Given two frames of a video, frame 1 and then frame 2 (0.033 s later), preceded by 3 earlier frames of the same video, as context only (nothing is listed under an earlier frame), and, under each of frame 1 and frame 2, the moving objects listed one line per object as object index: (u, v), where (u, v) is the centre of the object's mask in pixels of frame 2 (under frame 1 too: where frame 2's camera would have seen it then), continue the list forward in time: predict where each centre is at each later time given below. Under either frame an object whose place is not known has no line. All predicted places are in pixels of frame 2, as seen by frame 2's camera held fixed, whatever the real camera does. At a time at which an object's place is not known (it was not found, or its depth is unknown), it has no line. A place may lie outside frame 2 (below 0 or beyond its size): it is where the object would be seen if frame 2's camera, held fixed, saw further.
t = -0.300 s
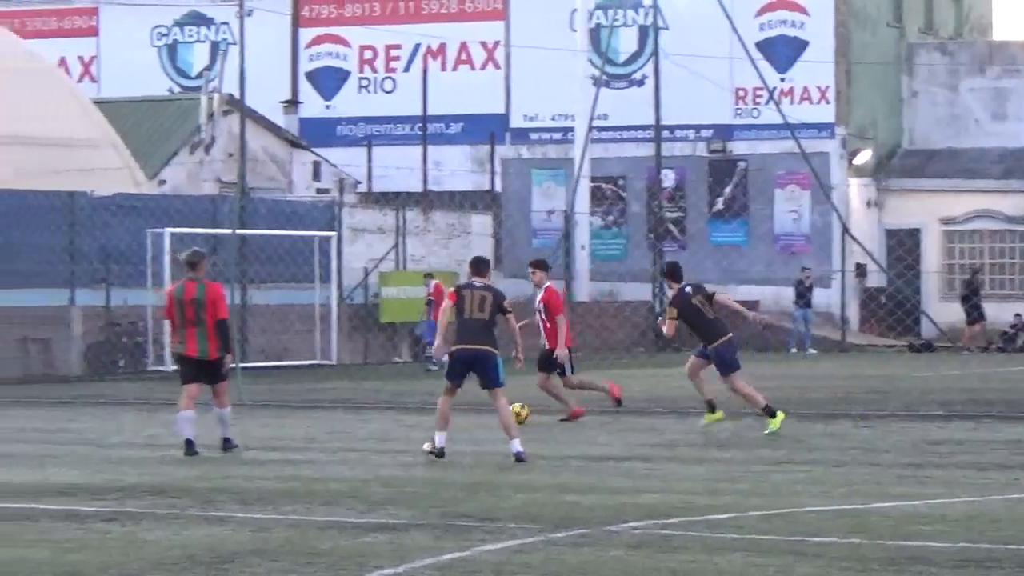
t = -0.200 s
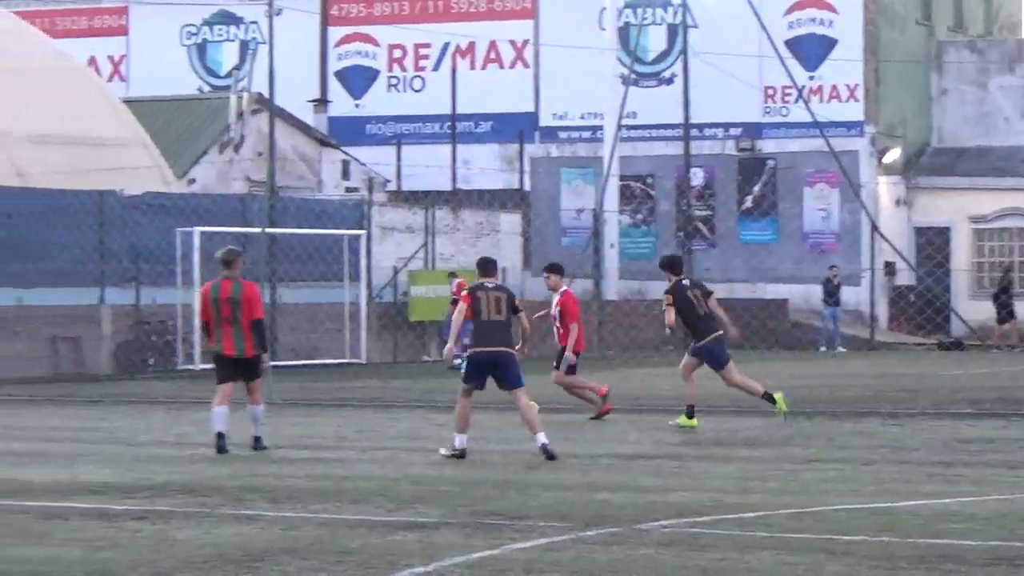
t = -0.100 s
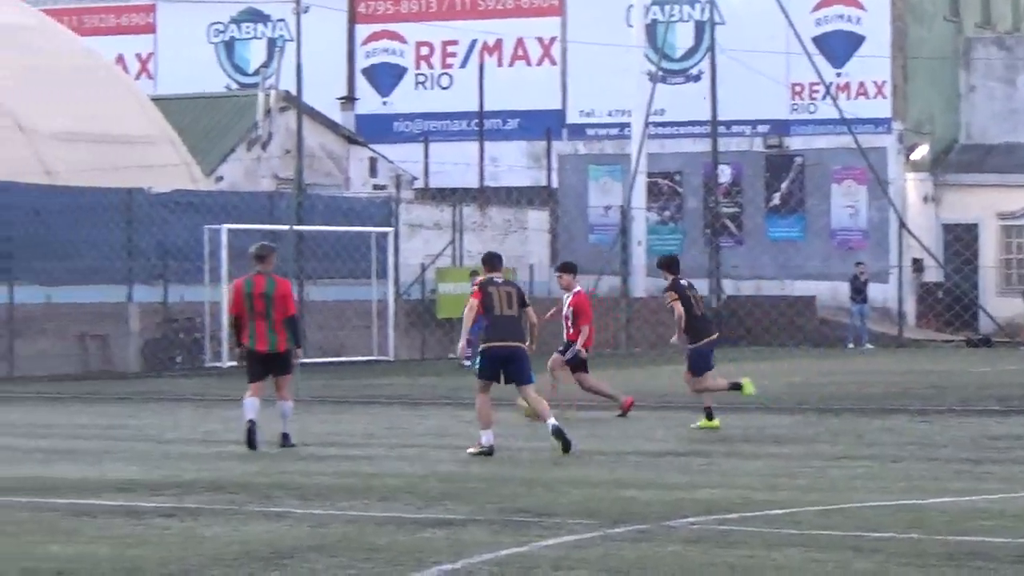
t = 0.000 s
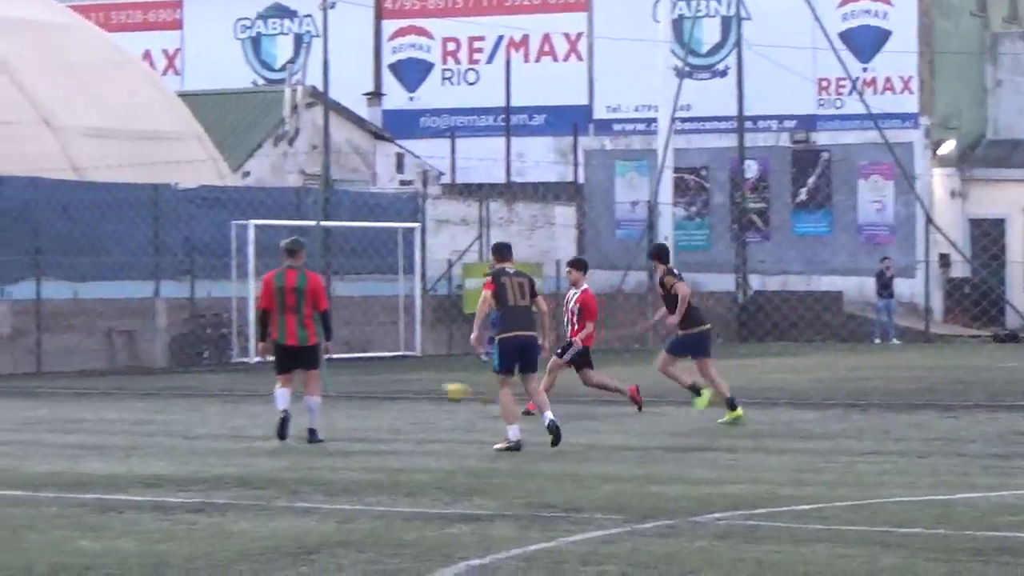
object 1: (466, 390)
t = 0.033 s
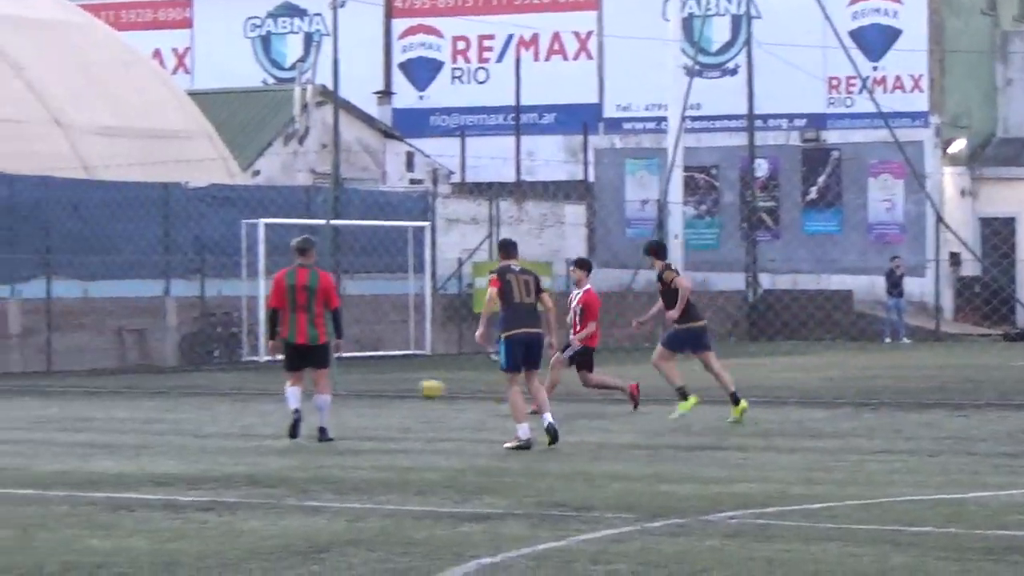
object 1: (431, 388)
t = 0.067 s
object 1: (398, 389)
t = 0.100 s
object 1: (365, 389)
